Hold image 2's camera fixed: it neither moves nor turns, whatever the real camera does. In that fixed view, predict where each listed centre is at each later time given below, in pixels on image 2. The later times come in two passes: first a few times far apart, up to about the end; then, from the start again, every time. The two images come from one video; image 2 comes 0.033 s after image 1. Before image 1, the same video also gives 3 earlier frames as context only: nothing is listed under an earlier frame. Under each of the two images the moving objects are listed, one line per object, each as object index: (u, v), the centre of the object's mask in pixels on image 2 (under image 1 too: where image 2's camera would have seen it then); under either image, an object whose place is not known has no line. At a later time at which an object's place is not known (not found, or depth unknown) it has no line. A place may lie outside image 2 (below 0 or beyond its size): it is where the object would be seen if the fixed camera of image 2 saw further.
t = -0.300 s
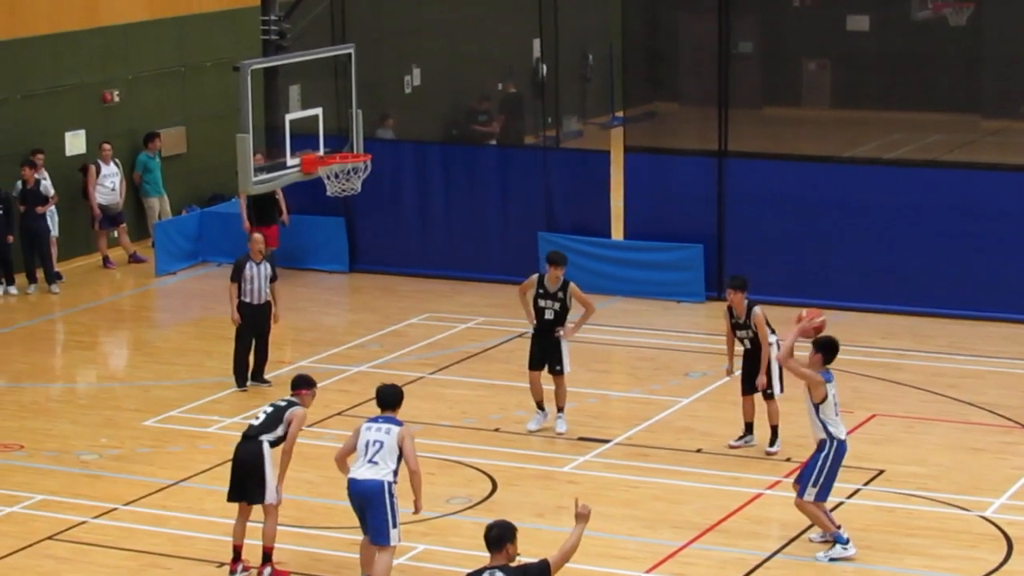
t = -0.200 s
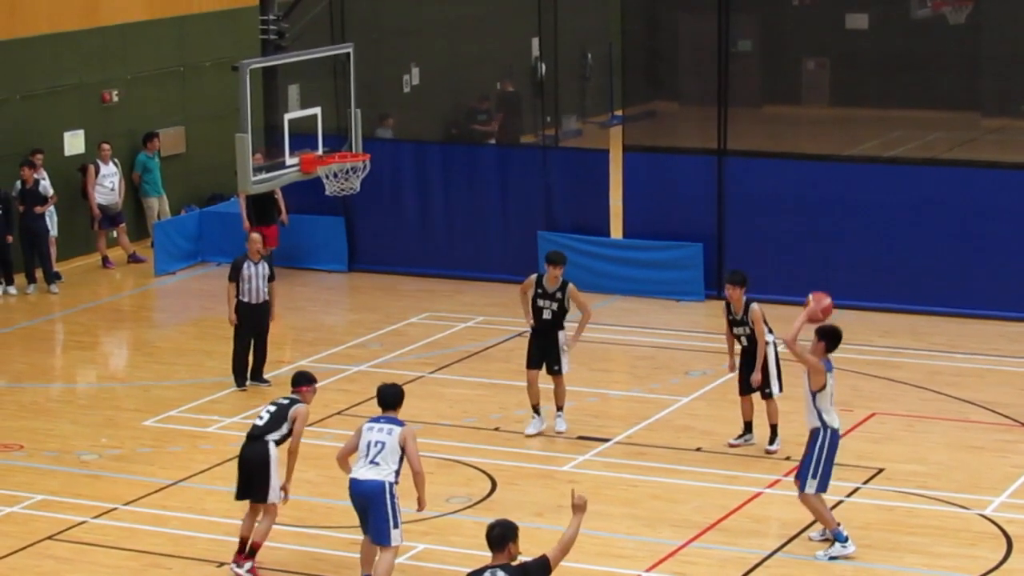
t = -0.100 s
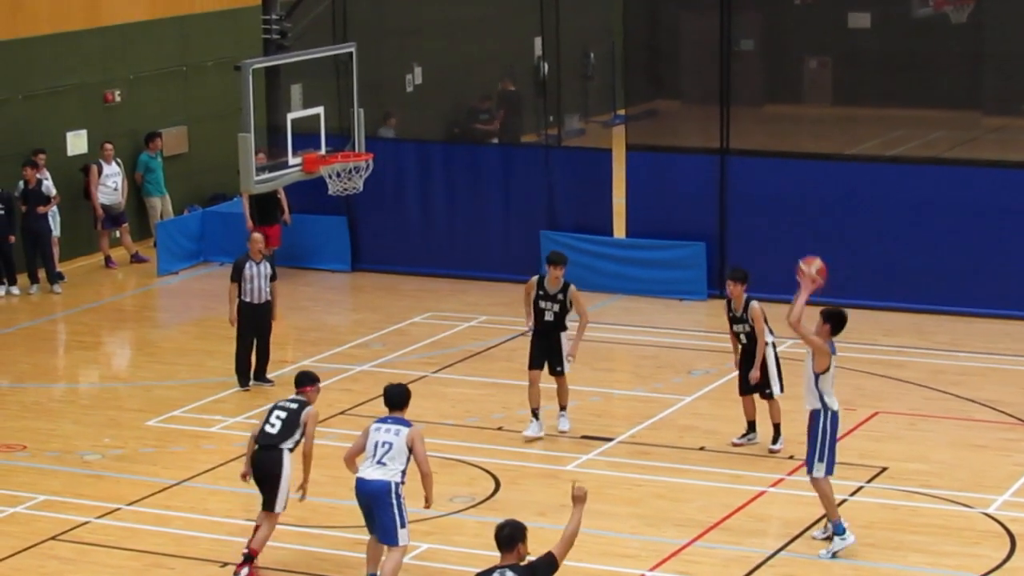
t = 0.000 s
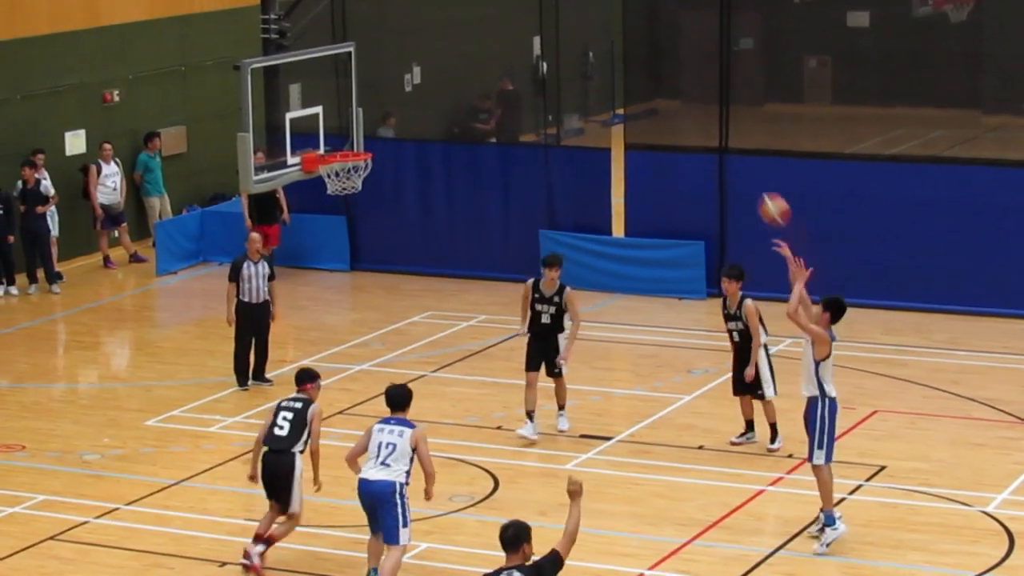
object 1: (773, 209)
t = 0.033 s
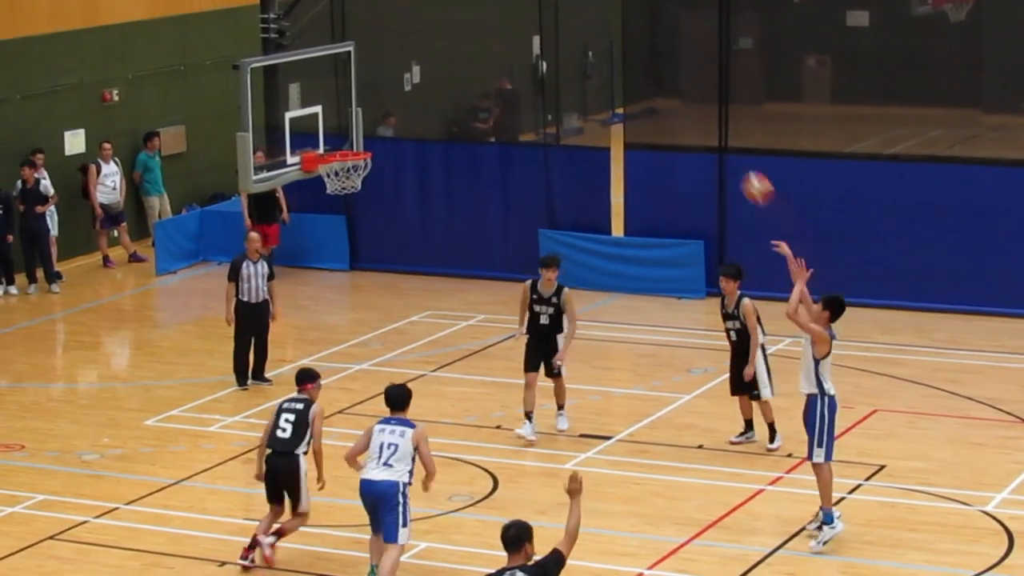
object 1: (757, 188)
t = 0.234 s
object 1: (661, 93)
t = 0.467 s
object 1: (553, 44)
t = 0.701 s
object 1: (453, 57)
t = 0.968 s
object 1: (349, 142)
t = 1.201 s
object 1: (321, 248)
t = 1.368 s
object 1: (317, 357)
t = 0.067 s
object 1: (741, 169)
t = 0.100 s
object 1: (725, 151)
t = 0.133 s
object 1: (709, 134)
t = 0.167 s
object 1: (693, 120)
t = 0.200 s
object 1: (677, 105)
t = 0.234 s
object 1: (661, 93)
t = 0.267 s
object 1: (645, 83)
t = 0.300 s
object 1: (629, 73)
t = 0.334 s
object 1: (614, 64)
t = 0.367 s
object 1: (598, 57)
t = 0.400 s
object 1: (582, 51)
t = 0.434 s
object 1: (568, 47)
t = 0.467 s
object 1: (553, 44)
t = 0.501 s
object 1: (538, 42)
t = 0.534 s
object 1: (523, 42)
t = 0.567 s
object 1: (509, 42)
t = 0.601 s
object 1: (495, 44)
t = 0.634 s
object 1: (480, 47)
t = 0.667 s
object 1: (468, 51)
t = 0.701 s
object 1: (453, 57)
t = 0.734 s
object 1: (439, 64)
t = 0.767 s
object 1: (425, 72)
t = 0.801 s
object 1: (412, 79)
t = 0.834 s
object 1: (399, 91)
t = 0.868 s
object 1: (386, 102)
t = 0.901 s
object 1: (374, 114)
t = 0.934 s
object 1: (361, 128)
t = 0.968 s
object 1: (349, 142)
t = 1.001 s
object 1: (338, 155)
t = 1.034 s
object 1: (333, 174)
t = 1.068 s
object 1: (330, 186)
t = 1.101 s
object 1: (326, 200)
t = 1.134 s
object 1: (324, 215)
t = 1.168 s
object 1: (322, 231)
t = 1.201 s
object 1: (321, 248)
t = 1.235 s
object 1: (320, 266)
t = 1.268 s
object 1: (319, 287)
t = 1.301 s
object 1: (319, 310)
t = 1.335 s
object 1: (318, 332)
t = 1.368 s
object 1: (317, 357)
